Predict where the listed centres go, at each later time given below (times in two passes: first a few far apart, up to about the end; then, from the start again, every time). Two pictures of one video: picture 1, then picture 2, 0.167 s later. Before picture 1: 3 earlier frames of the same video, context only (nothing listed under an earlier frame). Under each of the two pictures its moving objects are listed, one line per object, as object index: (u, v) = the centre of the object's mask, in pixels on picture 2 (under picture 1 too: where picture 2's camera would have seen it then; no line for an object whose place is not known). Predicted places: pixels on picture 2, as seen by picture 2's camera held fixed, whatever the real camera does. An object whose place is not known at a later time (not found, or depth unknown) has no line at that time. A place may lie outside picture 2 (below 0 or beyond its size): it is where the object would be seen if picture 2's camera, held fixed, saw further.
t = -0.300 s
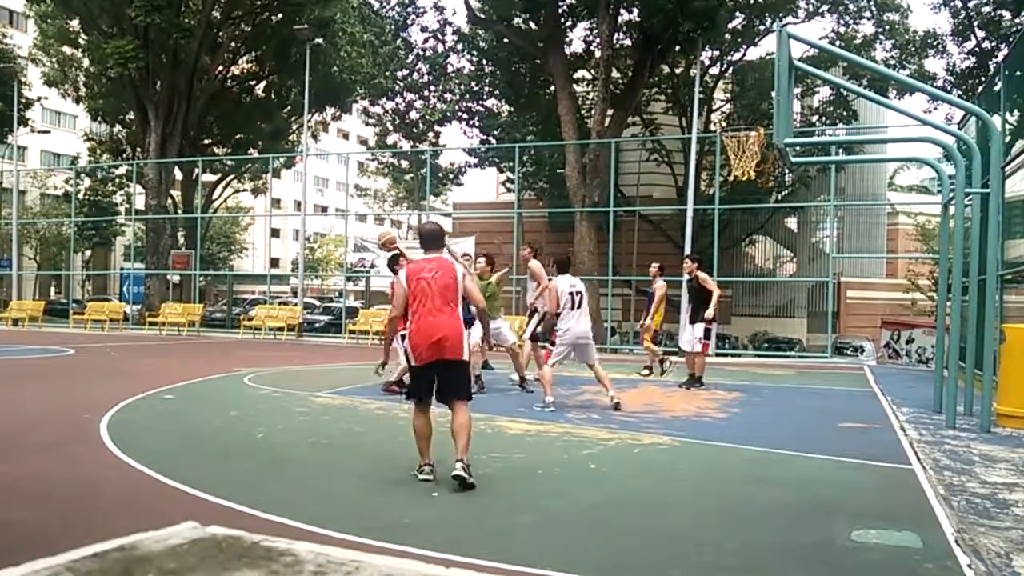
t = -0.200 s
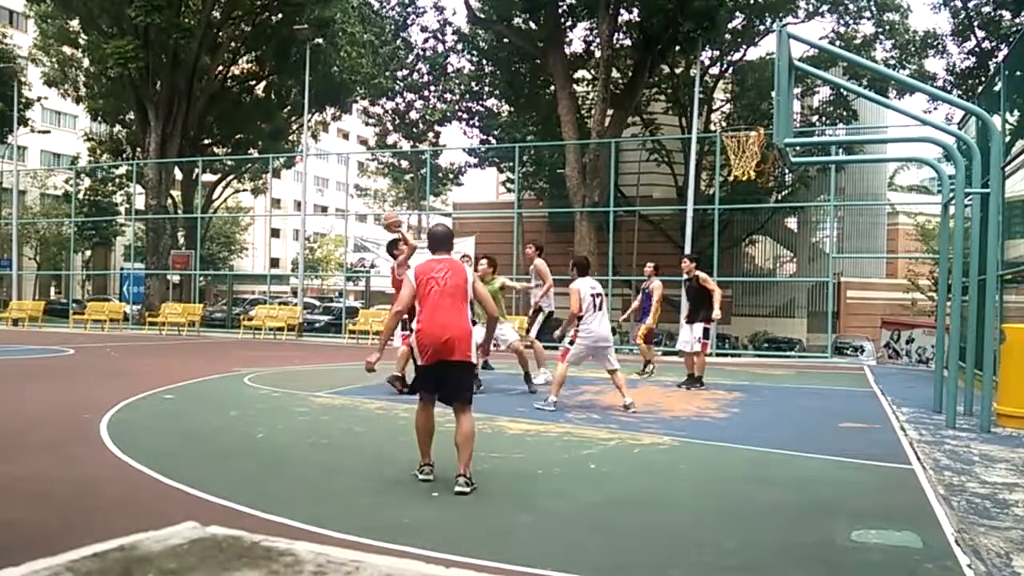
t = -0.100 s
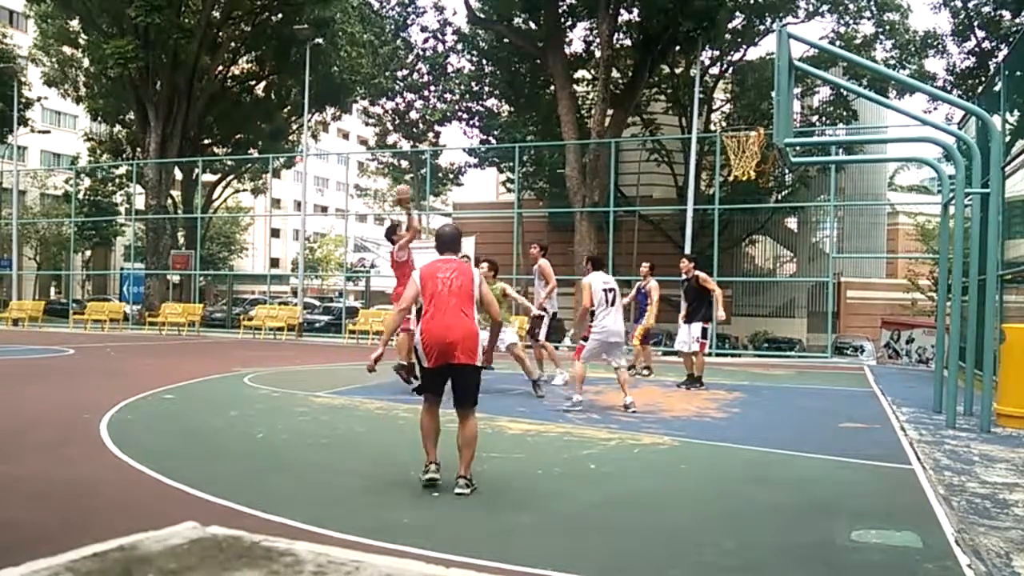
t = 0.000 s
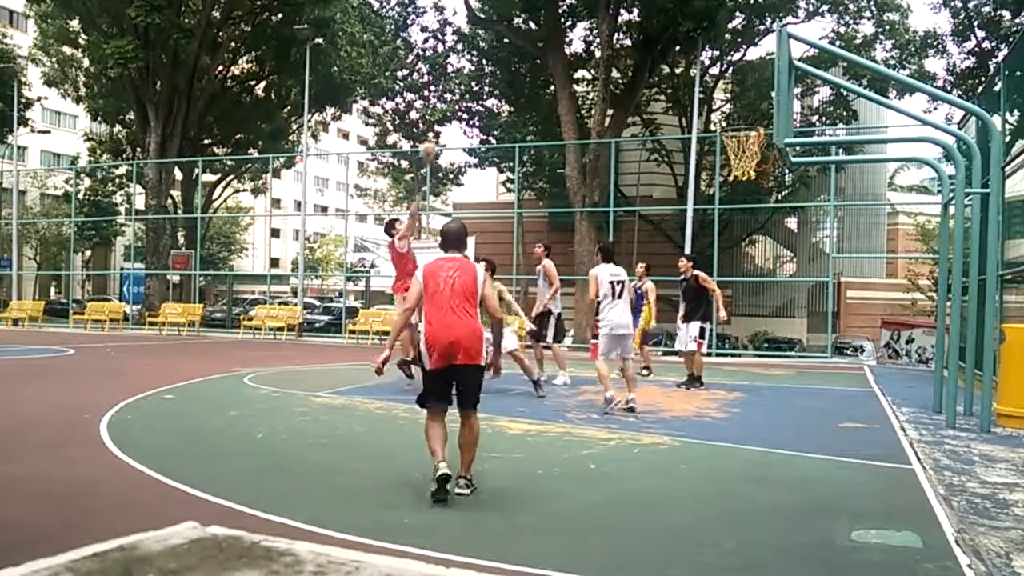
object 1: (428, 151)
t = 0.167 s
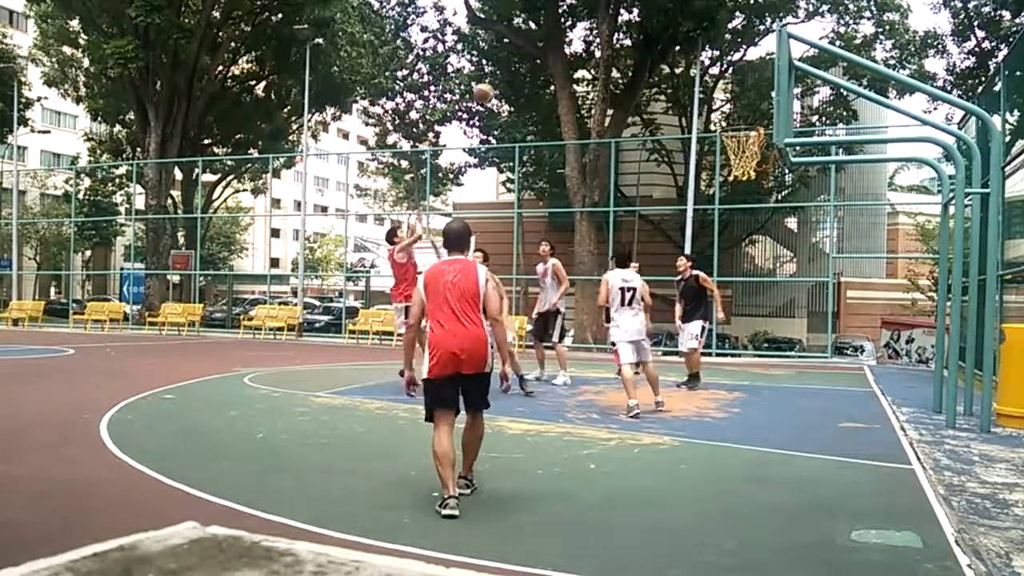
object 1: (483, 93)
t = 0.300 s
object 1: (525, 62)
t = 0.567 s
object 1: (610, 42)
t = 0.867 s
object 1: (701, 97)
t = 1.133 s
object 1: (733, 112)
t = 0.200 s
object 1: (493, 84)
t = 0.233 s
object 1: (503, 78)
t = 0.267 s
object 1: (515, 69)
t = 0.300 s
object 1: (525, 62)
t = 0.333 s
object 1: (536, 57)
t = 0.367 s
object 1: (546, 51)
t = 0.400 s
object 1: (555, 45)
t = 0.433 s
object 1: (567, 44)
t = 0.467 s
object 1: (577, 44)
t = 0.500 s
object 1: (590, 42)
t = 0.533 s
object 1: (599, 43)
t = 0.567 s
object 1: (610, 42)
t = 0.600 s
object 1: (618, 44)
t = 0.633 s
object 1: (629, 50)
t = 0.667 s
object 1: (640, 53)
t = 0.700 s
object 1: (650, 58)
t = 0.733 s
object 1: (660, 65)
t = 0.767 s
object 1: (670, 69)
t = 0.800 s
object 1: (680, 79)
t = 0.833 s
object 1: (691, 87)
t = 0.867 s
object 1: (701, 97)
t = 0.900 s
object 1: (711, 108)
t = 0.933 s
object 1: (721, 119)
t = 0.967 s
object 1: (726, 123)
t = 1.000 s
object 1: (727, 119)
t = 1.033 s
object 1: (729, 116)
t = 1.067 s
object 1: (732, 113)
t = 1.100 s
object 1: (732, 112)
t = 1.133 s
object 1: (733, 112)
